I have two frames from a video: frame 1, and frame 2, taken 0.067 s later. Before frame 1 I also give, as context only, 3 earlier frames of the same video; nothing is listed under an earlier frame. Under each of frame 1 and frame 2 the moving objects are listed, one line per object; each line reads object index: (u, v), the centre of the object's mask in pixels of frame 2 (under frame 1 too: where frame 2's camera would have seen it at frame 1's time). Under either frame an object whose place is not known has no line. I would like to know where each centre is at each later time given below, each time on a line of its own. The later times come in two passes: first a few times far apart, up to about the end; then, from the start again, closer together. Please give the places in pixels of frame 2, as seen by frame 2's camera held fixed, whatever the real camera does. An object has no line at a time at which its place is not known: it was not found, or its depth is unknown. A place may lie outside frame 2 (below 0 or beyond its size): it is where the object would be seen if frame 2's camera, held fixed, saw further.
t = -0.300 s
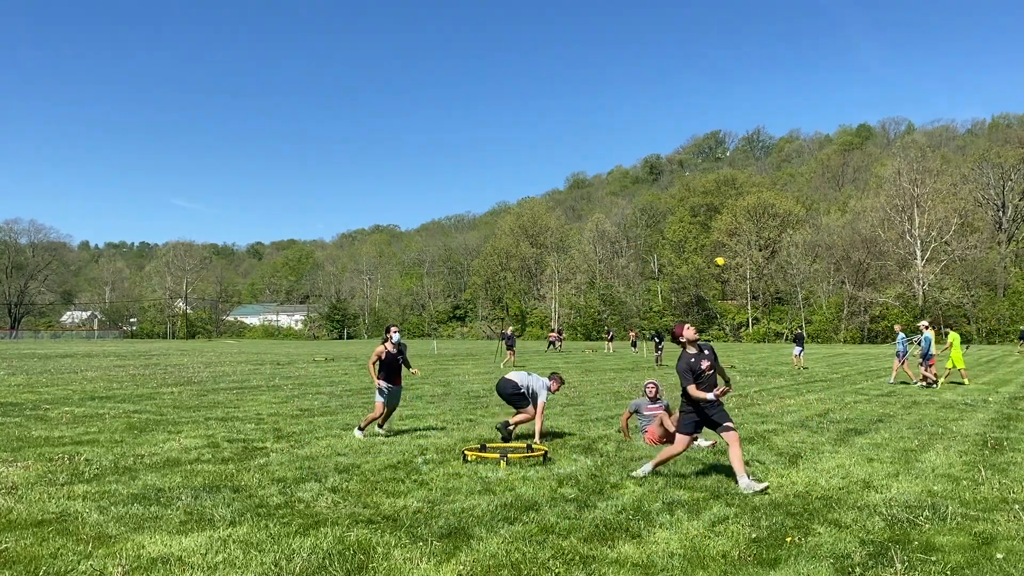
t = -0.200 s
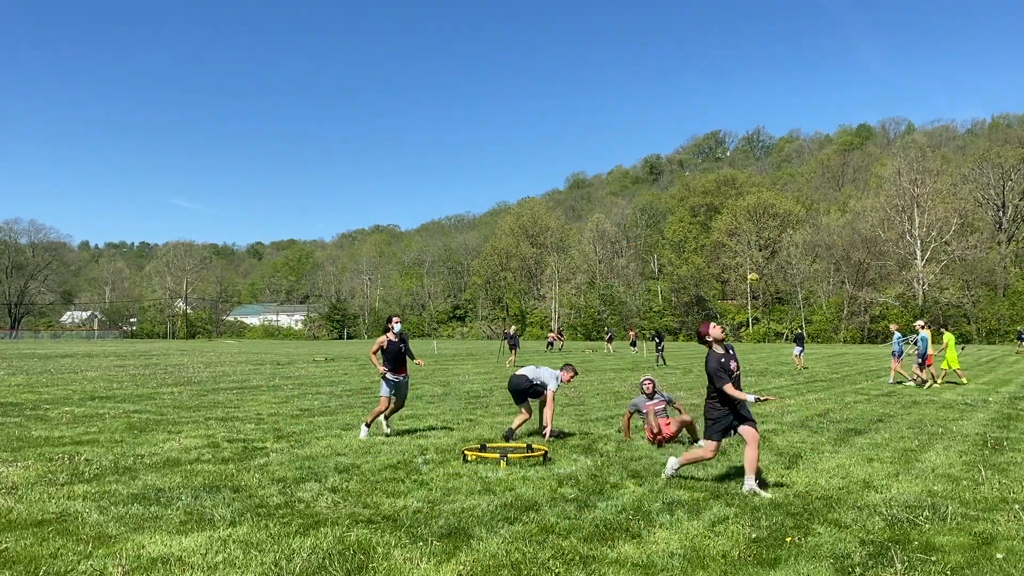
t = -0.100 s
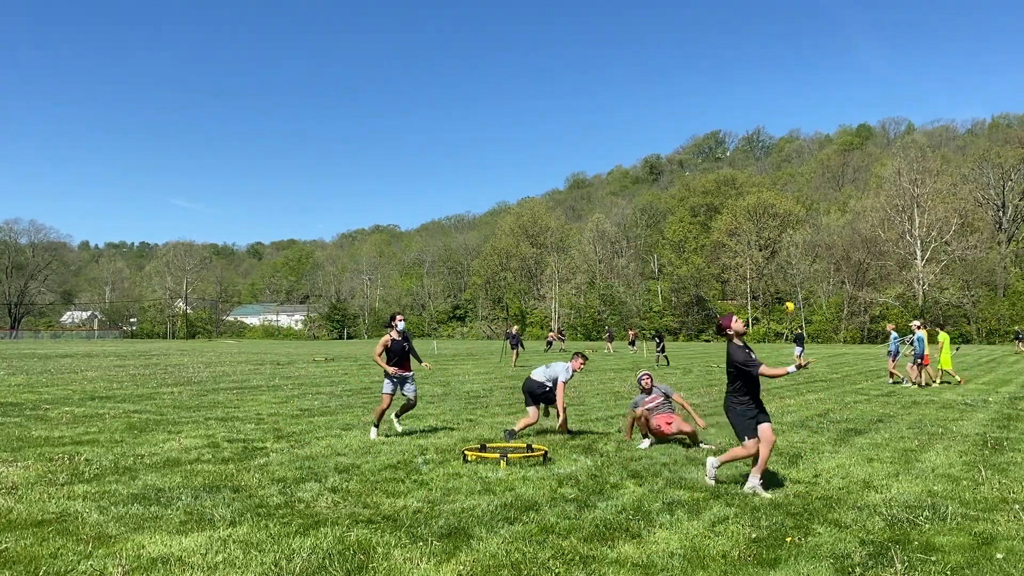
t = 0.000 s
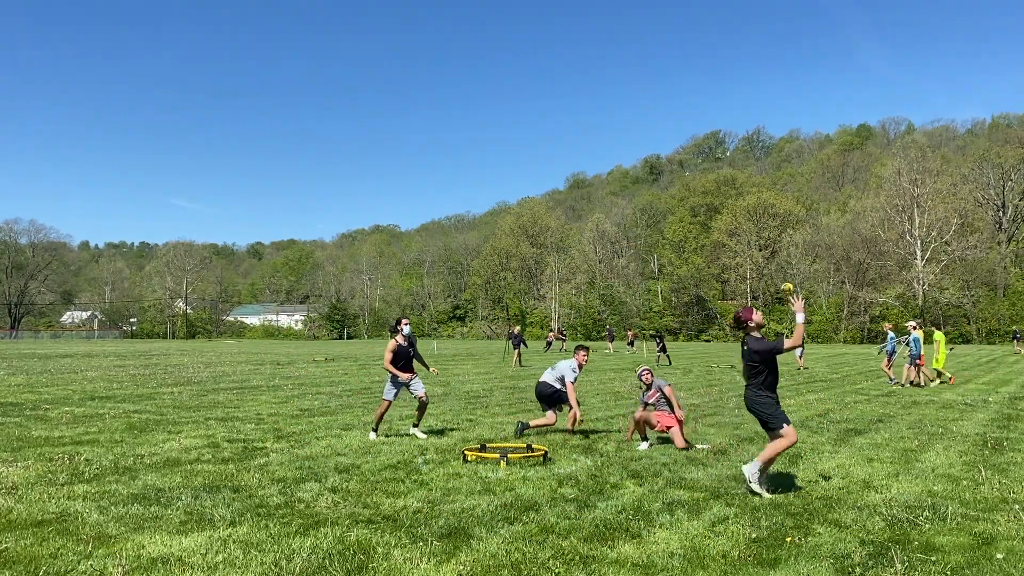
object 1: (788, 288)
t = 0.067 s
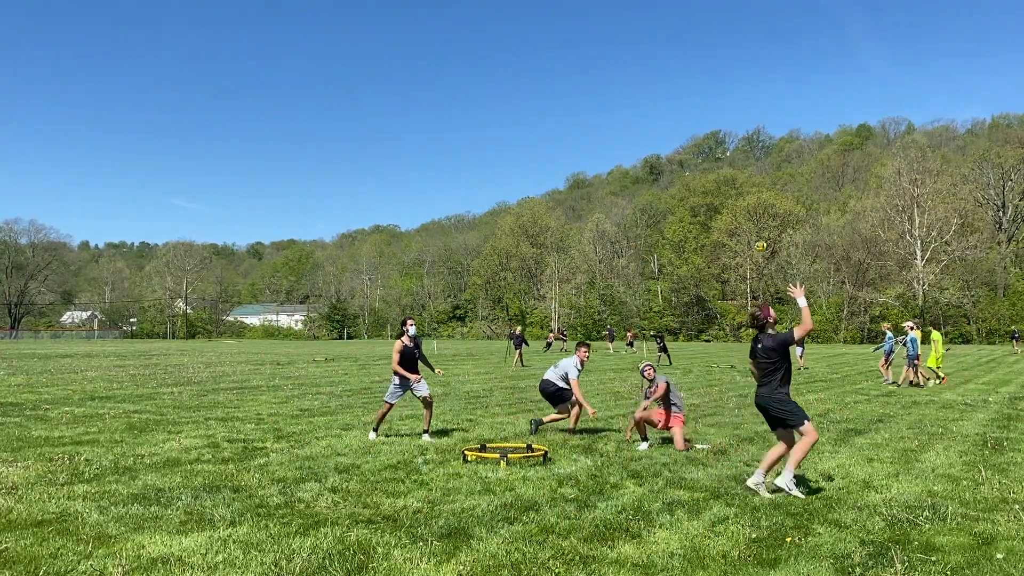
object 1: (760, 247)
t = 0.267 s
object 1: (691, 162)
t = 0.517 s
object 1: (620, 125)
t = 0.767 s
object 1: (561, 150)
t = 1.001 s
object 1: (516, 220)
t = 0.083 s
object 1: (754, 238)
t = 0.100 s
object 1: (747, 228)
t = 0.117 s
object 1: (742, 220)
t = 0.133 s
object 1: (736, 212)
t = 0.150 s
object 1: (729, 205)
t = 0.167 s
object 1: (724, 197)
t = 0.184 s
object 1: (718, 191)
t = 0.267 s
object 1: (691, 162)
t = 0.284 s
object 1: (686, 157)
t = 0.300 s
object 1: (681, 153)
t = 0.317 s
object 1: (675, 149)
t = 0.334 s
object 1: (670, 145)
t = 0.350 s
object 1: (665, 142)
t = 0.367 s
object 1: (660, 138)
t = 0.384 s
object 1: (656, 136)
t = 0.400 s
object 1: (651, 133)
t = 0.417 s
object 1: (647, 131)
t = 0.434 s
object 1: (642, 130)
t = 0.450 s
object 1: (637, 128)
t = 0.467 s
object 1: (633, 127)
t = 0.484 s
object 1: (628, 126)
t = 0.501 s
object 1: (624, 125)
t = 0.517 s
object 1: (620, 125)
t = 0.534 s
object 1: (615, 125)
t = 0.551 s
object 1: (611, 125)
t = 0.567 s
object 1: (607, 125)
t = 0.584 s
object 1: (603, 126)
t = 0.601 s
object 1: (598, 127)
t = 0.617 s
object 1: (595, 128)
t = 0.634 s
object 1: (591, 129)
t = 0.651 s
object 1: (587, 131)
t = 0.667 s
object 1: (583, 133)
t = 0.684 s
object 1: (579, 135)
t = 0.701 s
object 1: (575, 138)
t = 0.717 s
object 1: (572, 140)
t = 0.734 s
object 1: (568, 143)
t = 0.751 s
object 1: (565, 146)
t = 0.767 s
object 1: (561, 150)
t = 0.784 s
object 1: (558, 154)
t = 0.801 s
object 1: (554, 158)
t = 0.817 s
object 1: (551, 162)
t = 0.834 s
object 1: (547, 166)
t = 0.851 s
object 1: (544, 171)
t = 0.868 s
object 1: (541, 175)
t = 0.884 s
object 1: (538, 180)
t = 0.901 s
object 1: (534, 185)
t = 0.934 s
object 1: (528, 196)
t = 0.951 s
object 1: (525, 201)
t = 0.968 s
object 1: (522, 208)
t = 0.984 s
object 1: (519, 214)
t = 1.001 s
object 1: (516, 220)
